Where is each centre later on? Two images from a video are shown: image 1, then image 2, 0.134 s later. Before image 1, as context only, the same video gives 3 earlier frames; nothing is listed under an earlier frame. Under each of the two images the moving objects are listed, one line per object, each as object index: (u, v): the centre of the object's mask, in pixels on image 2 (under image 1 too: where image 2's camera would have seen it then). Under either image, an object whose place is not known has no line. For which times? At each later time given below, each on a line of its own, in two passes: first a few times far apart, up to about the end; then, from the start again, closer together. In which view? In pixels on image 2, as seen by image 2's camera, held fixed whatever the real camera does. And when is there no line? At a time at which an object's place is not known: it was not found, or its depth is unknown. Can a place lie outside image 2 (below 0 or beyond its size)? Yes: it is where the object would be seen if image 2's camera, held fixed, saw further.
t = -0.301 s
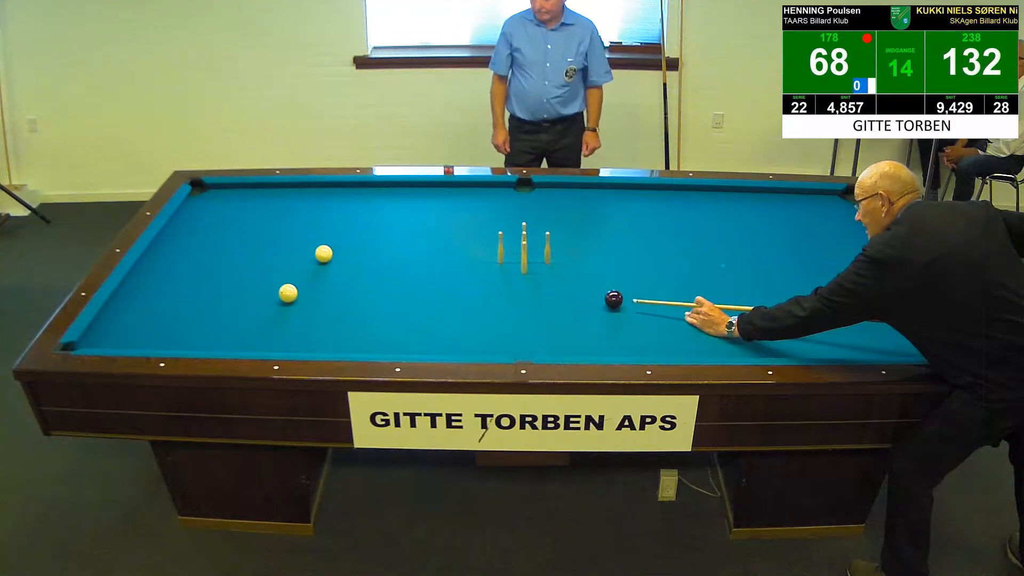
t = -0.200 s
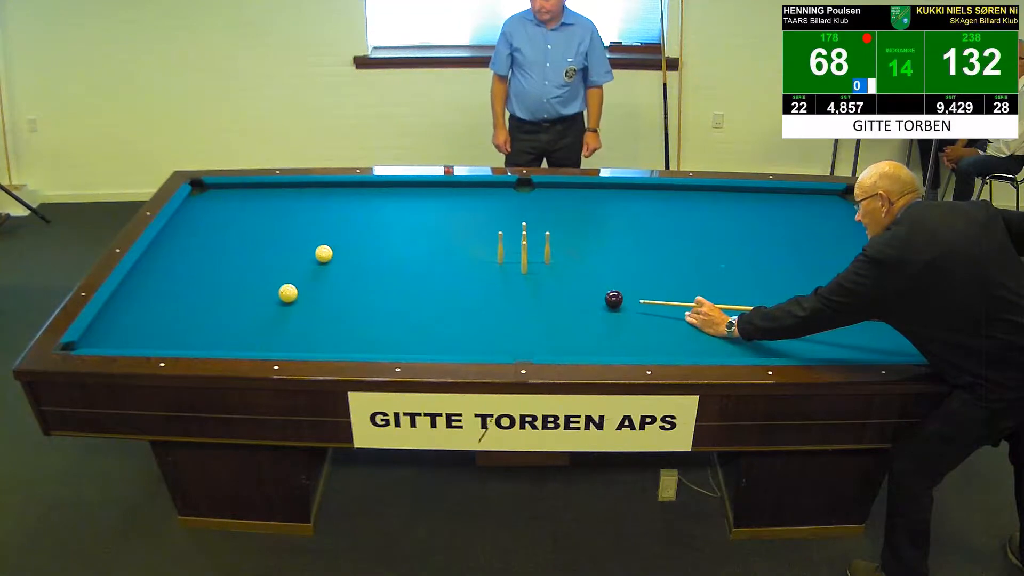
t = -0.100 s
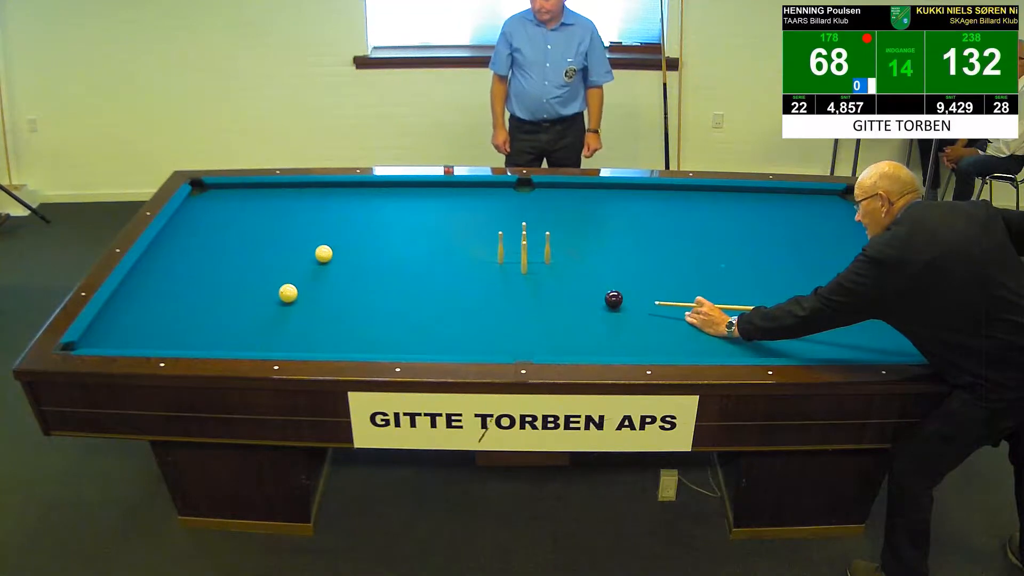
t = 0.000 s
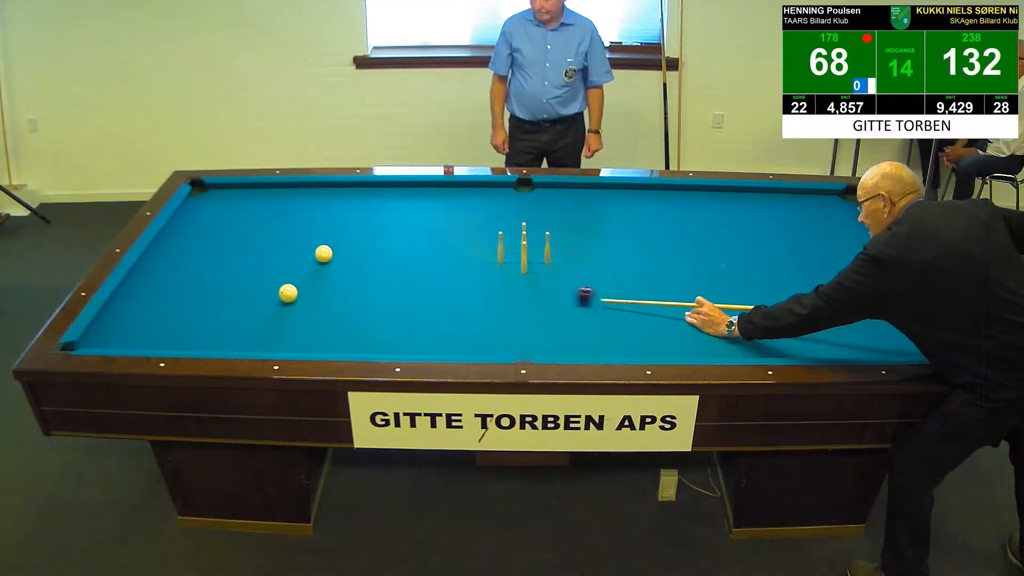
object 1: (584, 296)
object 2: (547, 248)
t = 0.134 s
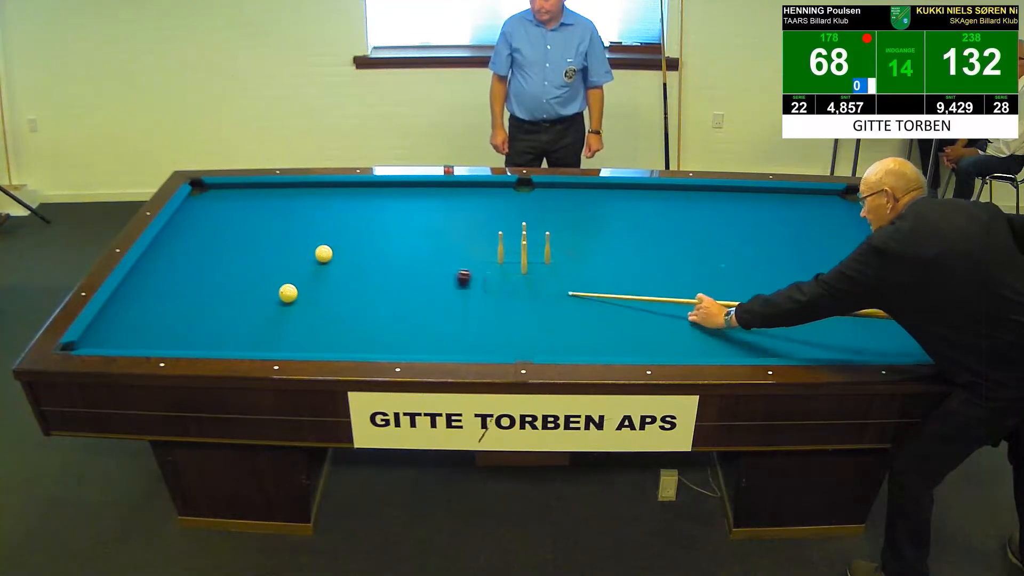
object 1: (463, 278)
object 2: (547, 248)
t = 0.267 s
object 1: (361, 263)
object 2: (547, 248)
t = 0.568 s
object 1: (279, 276)
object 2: (547, 248)
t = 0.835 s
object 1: (221, 293)
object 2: (547, 248)
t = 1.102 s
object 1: (163, 310)
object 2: (547, 248)
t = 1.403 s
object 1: (98, 329)
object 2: (547, 248)
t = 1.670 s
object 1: (106, 343)
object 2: (547, 248)
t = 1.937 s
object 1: (144, 335)
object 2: (547, 248)
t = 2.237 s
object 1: (183, 324)
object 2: (547, 248)
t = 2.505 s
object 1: (218, 314)
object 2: (547, 248)
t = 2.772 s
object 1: (250, 304)
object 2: (547, 248)
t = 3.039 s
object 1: (272, 298)
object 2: (548, 248)
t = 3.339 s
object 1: (278, 295)
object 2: (551, 260)
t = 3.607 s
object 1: (283, 293)
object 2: (551, 260)
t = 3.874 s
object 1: (287, 292)
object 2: (552, 259)
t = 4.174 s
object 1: (289, 290)
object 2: (552, 259)
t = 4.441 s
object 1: (291, 289)
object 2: (552, 259)
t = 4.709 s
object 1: (293, 288)
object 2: (552, 259)
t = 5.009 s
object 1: (293, 288)
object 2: (552, 259)
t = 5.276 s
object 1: (293, 288)
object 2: (552, 259)
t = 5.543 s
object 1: (293, 288)
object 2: (552, 259)
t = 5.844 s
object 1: (294, 288)
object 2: (552, 259)
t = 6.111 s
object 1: (293, 288)
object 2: (552, 259)
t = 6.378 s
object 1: (293, 288)
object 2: (552, 259)
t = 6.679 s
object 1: (293, 288)
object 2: (552, 259)
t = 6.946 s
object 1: (293, 288)
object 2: (552, 259)
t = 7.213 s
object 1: (293, 288)
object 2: (552, 259)
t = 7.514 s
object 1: (294, 288)
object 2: (552, 259)
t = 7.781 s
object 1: (293, 288)
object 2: (552, 259)
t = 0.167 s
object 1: (436, 274)
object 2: (547, 248)
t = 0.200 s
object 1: (410, 270)
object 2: (547, 248)
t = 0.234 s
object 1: (385, 266)
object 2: (547, 248)
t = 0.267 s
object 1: (361, 263)
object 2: (547, 248)
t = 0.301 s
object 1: (340, 260)
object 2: (547, 248)
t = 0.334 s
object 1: (328, 261)
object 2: (547, 248)
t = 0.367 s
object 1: (321, 264)
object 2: (547, 248)
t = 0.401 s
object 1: (314, 266)
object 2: (547, 248)
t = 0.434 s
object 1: (307, 268)
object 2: (547, 248)
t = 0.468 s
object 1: (300, 270)
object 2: (547, 248)
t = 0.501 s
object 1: (293, 272)
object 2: (547, 248)
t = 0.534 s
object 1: (286, 274)
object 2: (547, 248)
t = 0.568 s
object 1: (279, 276)
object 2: (547, 248)
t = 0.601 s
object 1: (271, 278)
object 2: (547, 248)
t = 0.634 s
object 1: (264, 280)
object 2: (547, 248)
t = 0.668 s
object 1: (257, 282)
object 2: (547, 248)
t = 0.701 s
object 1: (250, 285)
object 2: (547, 248)
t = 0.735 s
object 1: (243, 287)
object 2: (547, 248)
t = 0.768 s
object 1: (236, 289)
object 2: (547, 248)
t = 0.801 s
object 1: (229, 291)
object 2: (547, 248)
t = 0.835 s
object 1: (221, 293)
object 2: (547, 248)
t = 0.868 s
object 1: (214, 295)
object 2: (547, 248)
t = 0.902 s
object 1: (207, 297)
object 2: (547, 248)
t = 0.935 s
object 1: (200, 299)
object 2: (547, 248)
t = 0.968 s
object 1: (192, 301)
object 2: (547, 248)
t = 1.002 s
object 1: (185, 304)
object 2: (547, 248)
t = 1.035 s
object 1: (178, 306)
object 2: (547, 248)
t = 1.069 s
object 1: (171, 308)
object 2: (547, 248)
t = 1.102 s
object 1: (163, 310)
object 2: (547, 248)
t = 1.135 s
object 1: (156, 312)
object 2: (547, 248)
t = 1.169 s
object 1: (149, 314)
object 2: (547, 247)
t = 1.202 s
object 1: (142, 316)
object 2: (547, 248)
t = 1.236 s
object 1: (135, 318)
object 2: (547, 248)
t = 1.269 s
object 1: (127, 321)
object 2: (547, 248)
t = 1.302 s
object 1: (120, 323)
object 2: (547, 248)
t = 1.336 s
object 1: (113, 325)
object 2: (547, 248)
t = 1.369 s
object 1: (105, 327)
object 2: (547, 248)
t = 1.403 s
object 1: (98, 329)
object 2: (547, 248)
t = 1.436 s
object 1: (92, 331)
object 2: (547, 248)
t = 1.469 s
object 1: (93, 334)
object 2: (547, 248)
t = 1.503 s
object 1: (96, 336)
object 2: (547, 248)
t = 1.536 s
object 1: (98, 338)
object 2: (547, 248)
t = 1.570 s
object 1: (100, 340)
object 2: (547, 248)
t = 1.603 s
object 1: (101, 341)
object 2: (547, 248)
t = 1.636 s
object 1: (103, 343)
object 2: (547, 248)
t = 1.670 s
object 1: (106, 343)
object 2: (547, 248)
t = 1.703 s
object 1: (111, 342)
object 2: (547, 248)
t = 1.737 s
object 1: (116, 342)
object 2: (547, 248)
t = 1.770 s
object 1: (121, 341)
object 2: (547, 248)
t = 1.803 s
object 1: (125, 340)
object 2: (547, 248)
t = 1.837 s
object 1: (130, 339)
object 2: (547, 248)
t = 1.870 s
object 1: (135, 338)
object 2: (547, 248)
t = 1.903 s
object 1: (139, 337)
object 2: (547, 248)
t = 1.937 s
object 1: (144, 335)
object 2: (547, 248)
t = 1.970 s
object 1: (148, 334)
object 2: (547, 248)
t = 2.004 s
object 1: (152, 333)
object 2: (547, 248)
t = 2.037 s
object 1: (157, 331)
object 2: (547, 248)
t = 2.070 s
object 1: (162, 330)
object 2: (547, 248)
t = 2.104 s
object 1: (166, 329)
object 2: (547, 248)
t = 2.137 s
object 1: (171, 328)
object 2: (547, 248)
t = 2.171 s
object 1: (175, 326)
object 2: (547, 248)
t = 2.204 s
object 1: (179, 325)
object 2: (547, 248)
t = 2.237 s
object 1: (183, 324)
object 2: (547, 248)
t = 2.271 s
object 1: (188, 322)
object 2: (547, 248)
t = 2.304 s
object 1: (192, 321)
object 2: (547, 248)
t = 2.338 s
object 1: (196, 320)
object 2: (547, 248)
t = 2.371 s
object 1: (201, 319)
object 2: (547, 248)
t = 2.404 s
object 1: (205, 318)
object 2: (547, 248)
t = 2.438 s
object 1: (209, 316)
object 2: (547, 248)
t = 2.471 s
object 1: (213, 315)
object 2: (547, 248)
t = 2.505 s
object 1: (218, 314)
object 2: (547, 248)
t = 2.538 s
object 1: (222, 313)
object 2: (547, 248)
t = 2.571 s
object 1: (226, 311)
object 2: (547, 248)
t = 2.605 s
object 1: (230, 310)
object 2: (547, 248)
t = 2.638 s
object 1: (234, 309)
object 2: (547, 248)
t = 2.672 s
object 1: (238, 308)
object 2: (547, 248)
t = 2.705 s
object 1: (242, 307)
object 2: (547, 248)
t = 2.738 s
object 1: (246, 305)
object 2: (547, 248)
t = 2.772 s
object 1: (250, 304)
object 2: (547, 248)
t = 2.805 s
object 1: (254, 303)
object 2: (547, 248)
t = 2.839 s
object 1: (258, 302)
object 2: (547, 248)
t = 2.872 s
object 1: (262, 301)
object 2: (547, 248)
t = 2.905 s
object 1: (265, 300)
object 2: (547, 248)
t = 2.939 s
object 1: (269, 299)
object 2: (547, 248)
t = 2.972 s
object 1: (271, 298)
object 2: (547, 248)
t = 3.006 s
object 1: (272, 298)
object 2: (547, 248)
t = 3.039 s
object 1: (272, 298)
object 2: (548, 248)
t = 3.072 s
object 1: (273, 297)
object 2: (549, 250)
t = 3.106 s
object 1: (274, 297)
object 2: (551, 252)
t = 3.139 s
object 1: (274, 297)
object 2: (551, 255)
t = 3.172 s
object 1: (275, 296)
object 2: (550, 260)
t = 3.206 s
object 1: (276, 296)
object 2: (551, 258)
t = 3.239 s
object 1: (276, 296)
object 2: (552, 257)
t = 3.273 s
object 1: (277, 295)
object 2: (552, 257)
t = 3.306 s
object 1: (278, 295)
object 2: (552, 258)
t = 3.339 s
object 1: (278, 295)
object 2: (551, 260)
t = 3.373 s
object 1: (279, 295)
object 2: (551, 259)
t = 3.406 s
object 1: (280, 294)
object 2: (551, 259)
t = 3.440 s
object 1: (280, 294)
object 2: (551, 260)
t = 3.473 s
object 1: (281, 294)
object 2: (551, 259)
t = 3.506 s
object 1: (281, 294)
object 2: (551, 260)
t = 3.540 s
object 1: (282, 293)
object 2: (551, 260)
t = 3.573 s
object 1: (282, 293)
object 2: (551, 260)
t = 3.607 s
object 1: (283, 293)
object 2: (551, 260)
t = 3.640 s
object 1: (283, 293)
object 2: (551, 260)
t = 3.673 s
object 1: (284, 293)
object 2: (551, 260)
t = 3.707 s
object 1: (284, 292)
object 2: (551, 260)
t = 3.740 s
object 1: (285, 293)
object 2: (551, 259)
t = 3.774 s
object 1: (285, 292)
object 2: (551, 259)
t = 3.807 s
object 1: (286, 292)
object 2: (552, 259)
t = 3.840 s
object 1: (286, 292)
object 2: (552, 259)
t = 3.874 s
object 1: (287, 292)
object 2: (552, 259)
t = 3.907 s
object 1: (287, 291)
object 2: (552, 259)
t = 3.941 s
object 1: (287, 291)
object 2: (552, 259)
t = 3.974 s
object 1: (288, 291)
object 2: (552, 259)
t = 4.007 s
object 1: (288, 291)
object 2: (552, 259)
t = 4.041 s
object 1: (289, 291)
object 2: (552, 259)
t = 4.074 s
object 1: (288, 291)
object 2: (552, 259)
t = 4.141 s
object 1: (288, 291)
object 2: (552, 259)
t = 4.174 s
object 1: (289, 290)
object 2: (552, 259)
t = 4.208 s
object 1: (290, 290)
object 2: (552, 259)
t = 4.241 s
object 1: (290, 290)
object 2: (552, 259)
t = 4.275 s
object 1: (290, 290)
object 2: (552, 259)
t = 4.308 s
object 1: (290, 290)
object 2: (552, 259)
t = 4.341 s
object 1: (291, 289)
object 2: (552, 259)
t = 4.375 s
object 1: (291, 289)
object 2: (552, 259)
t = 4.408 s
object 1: (291, 289)
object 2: (552, 259)
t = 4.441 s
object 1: (291, 289)
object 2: (552, 259)
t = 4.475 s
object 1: (292, 289)
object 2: (552, 259)
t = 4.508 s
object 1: (292, 289)
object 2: (552, 259)
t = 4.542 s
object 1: (292, 289)
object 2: (552, 259)
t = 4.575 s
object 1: (292, 289)
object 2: (552, 259)
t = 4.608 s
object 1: (292, 289)
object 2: (552, 259)
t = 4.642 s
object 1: (293, 289)
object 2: (552, 259)
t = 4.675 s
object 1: (293, 289)
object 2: (552, 259)
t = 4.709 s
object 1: (293, 288)
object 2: (552, 259)
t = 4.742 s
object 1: (293, 288)
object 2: (552, 259)
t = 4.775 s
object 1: (293, 288)
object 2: (552, 259)
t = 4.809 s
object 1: (293, 288)
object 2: (552, 259)
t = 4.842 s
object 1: (293, 288)
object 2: (552, 259)
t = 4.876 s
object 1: (293, 288)
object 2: (552, 259)
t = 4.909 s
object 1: (293, 288)
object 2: (552, 259)
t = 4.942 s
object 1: (293, 288)
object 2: (552, 259)
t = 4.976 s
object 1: (293, 288)
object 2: (552, 259)
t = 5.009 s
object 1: (293, 288)
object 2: (552, 259)
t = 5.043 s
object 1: (293, 288)
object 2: (552, 259)
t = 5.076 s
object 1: (293, 288)
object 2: (552, 259)
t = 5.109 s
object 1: (293, 288)
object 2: (552, 259)
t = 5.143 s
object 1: (293, 288)
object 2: (552, 259)
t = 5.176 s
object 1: (293, 288)
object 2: (552, 259)
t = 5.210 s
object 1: (293, 288)
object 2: (552, 259)
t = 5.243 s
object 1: (293, 288)
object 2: (552, 259)
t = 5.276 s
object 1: (293, 288)
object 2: (552, 259)
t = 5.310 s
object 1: (293, 288)
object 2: (552, 259)
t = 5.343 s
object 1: (293, 288)
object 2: (552, 259)
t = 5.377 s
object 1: (293, 288)
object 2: (552, 259)
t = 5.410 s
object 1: (294, 288)
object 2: (552, 259)
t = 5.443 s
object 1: (293, 288)
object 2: (552, 259)
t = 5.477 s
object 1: (293, 288)
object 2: (552, 259)
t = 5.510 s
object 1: (294, 288)
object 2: (552, 259)
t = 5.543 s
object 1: (293, 288)
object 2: (552, 259)
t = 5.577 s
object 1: (293, 288)
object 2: (552, 259)
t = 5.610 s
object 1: (293, 288)
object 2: (552, 259)
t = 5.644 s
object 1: (293, 288)
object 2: (552, 259)
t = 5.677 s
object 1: (293, 288)
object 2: (552, 259)
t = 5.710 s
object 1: (294, 288)
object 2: (552, 259)
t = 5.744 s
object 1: (293, 288)
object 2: (552, 259)
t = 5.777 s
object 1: (293, 288)
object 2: (552, 259)
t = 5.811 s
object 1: (293, 288)
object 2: (552, 259)
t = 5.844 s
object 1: (294, 288)
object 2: (552, 259)
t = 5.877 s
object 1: (293, 288)
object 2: (552, 259)
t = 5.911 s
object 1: (293, 288)
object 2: (552, 259)
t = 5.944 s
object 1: (293, 288)
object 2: (552, 259)
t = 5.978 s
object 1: (293, 288)
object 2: (552, 259)
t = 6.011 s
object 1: (293, 288)
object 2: (552, 259)
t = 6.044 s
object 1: (293, 288)
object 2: (552, 259)
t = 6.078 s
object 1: (294, 288)
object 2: (552, 259)
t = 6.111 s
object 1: (293, 288)
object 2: (552, 259)
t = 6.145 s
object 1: (293, 288)
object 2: (552, 259)
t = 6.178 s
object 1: (293, 288)
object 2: (552, 259)
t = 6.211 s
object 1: (293, 288)
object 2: (552, 259)
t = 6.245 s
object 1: (293, 288)
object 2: (552, 259)
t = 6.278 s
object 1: (293, 288)
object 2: (552, 259)
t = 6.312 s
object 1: (293, 288)
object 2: (552, 259)
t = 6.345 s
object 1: (293, 288)
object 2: (552, 259)
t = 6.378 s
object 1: (293, 288)
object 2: (552, 259)
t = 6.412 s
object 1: (293, 288)
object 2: (552, 259)
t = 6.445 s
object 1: (293, 288)
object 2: (552, 259)
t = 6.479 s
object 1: (293, 288)
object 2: (552, 259)
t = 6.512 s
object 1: (293, 288)
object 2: (552, 259)
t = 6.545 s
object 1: (293, 288)
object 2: (552, 259)
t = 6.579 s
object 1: (293, 288)
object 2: (552, 259)
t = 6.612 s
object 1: (293, 288)
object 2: (552, 259)
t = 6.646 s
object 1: (293, 288)
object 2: (552, 259)
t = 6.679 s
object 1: (293, 288)
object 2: (552, 259)
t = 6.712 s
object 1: (293, 288)
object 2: (552, 259)
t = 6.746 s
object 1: (293, 288)
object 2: (552, 259)
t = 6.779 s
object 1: (293, 288)
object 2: (552, 259)
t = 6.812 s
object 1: (293, 288)
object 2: (552, 259)
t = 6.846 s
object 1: (293, 288)
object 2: (552, 259)
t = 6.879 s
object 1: (293, 288)
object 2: (552, 259)
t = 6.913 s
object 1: (293, 288)
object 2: (552, 259)
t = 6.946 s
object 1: (293, 288)
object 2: (552, 259)
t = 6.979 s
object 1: (293, 288)
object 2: (552, 259)
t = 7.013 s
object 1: (293, 288)
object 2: (552, 259)
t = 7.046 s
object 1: (293, 288)
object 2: (552, 259)
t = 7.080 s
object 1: (293, 288)
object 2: (552, 259)
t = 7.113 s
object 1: (293, 288)
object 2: (552, 259)
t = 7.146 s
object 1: (293, 288)
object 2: (552, 259)
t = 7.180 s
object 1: (293, 288)
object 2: (552, 259)
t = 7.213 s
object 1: (293, 288)
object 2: (552, 259)
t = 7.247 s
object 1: (293, 288)
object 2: (552, 259)
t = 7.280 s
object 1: (293, 288)
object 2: (552, 259)
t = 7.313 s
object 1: (293, 288)
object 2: (552, 259)
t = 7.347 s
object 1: (293, 288)
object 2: (552, 259)
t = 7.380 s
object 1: (293, 288)
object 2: (552, 259)
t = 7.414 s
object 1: (293, 288)
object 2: (552, 259)
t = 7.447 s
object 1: (293, 288)
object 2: (552, 259)
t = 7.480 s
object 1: (294, 288)
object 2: (552, 259)
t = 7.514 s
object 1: (294, 288)
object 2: (552, 259)
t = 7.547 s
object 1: (294, 288)
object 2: (552, 259)
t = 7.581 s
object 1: (293, 288)
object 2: (552, 259)
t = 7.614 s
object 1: (293, 288)
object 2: (552, 259)
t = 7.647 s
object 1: (293, 288)
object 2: (552, 259)
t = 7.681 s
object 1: (294, 288)
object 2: (552, 259)
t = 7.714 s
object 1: (294, 288)
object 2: (552, 259)
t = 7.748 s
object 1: (293, 288)
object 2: (552, 259)
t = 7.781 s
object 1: (293, 288)
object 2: (552, 259)
